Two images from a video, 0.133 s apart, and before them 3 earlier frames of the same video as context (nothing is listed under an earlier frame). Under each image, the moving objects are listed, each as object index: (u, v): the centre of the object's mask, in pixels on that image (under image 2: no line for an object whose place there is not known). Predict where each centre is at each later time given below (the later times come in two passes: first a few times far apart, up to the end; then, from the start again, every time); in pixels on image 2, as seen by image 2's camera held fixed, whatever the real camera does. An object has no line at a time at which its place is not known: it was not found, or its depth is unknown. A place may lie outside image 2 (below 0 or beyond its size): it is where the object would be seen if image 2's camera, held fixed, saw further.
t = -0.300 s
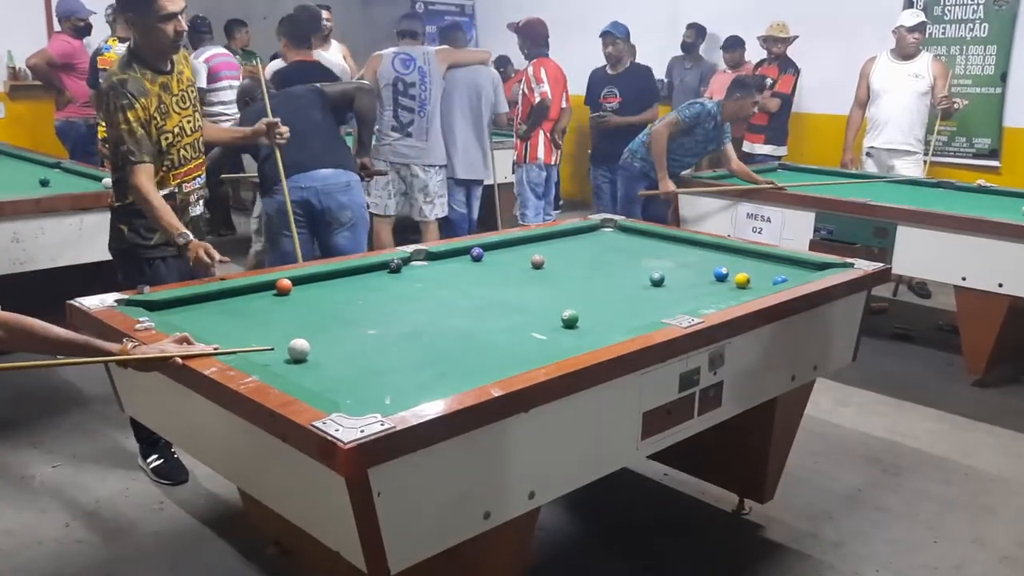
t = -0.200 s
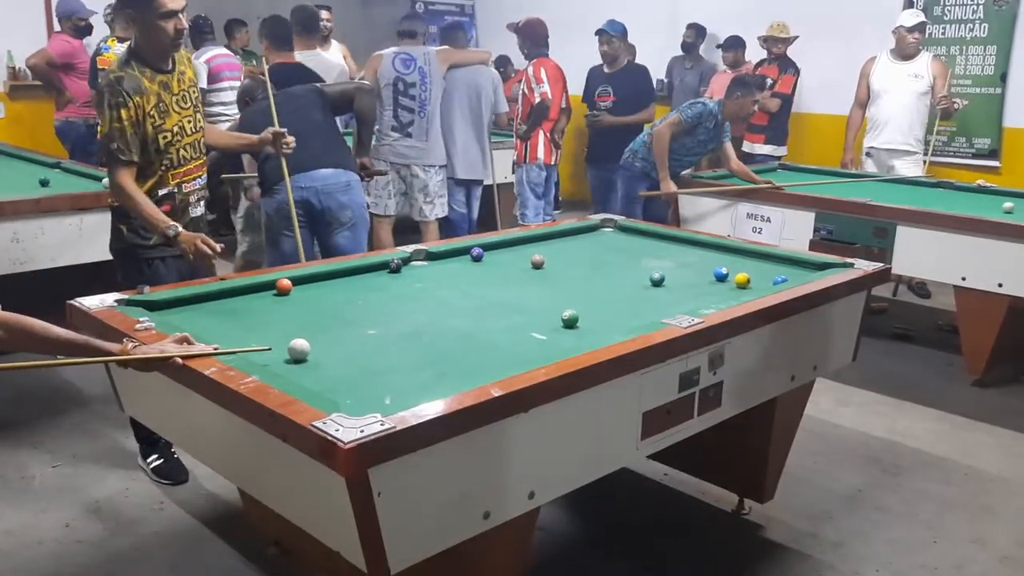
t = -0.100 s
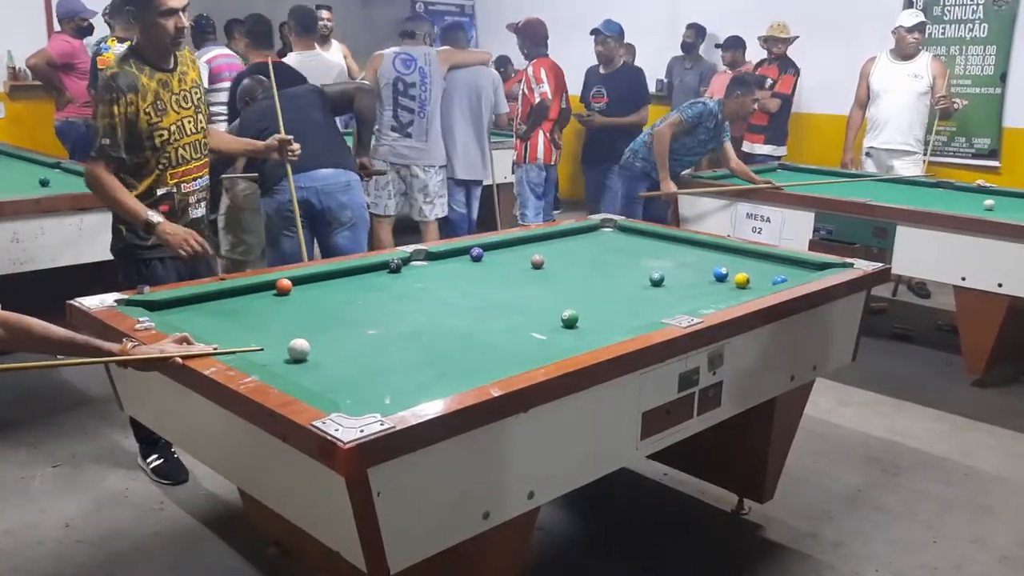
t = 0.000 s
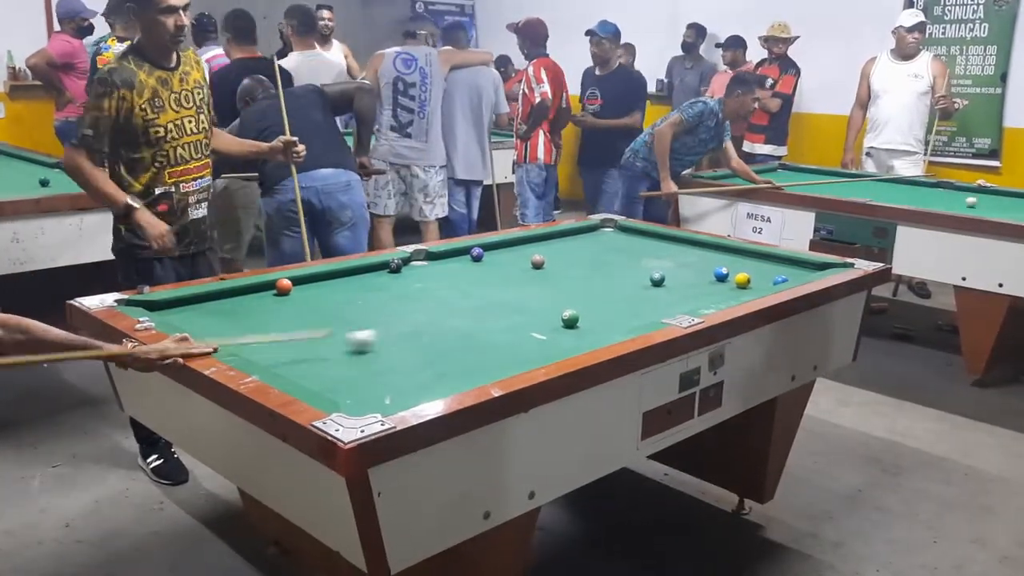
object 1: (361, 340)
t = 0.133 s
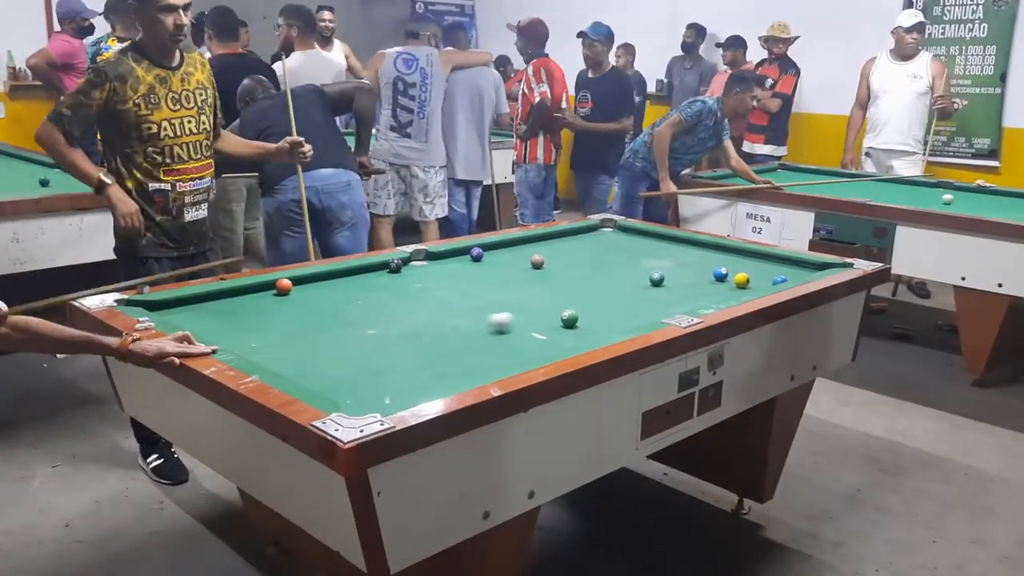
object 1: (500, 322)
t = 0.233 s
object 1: (561, 308)
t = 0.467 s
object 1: (629, 278)
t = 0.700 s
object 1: (689, 256)
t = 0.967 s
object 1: (674, 250)
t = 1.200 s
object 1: (612, 257)
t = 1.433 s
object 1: (547, 264)
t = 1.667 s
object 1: (477, 272)
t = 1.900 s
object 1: (403, 280)
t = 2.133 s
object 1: (324, 289)
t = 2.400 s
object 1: (227, 299)
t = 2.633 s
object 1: (139, 304)
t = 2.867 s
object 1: (139, 302)
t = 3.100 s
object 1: (135, 303)
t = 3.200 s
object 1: (135, 303)
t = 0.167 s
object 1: (532, 318)
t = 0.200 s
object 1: (554, 313)
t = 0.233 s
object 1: (561, 308)
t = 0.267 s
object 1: (569, 303)
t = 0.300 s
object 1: (578, 298)
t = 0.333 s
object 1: (588, 294)
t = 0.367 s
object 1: (598, 290)
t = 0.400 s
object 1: (609, 286)
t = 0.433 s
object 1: (619, 282)
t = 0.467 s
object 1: (629, 278)
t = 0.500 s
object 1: (639, 275)
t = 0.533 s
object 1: (647, 271)
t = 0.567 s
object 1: (656, 265)
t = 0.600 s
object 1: (665, 264)
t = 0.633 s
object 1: (674, 261)
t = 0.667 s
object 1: (682, 258)
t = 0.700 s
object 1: (689, 256)
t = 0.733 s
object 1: (697, 253)
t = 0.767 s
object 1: (704, 250)
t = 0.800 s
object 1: (711, 247)
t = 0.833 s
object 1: (715, 245)
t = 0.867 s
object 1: (704, 246)
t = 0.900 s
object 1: (694, 248)
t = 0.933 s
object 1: (684, 249)
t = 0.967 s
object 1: (674, 250)
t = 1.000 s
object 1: (666, 251)
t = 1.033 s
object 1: (658, 253)
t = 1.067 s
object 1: (648, 253)
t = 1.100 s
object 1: (640, 254)
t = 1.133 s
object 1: (631, 255)
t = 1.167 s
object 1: (622, 256)
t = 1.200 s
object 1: (612, 257)
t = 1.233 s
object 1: (603, 258)
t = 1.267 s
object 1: (594, 259)
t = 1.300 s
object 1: (585, 260)
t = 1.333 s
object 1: (575, 261)
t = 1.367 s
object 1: (566, 262)
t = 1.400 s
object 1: (557, 263)
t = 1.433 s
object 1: (547, 264)
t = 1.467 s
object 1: (537, 265)
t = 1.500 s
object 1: (528, 266)
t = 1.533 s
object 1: (518, 267)
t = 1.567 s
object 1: (508, 269)
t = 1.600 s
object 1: (498, 270)
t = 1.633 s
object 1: (487, 271)
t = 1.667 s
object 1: (477, 272)
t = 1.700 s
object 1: (468, 273)
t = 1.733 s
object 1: (457, 274)
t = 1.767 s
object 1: (447, 275)
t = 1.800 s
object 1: (436, 277)
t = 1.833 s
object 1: (425, 278)
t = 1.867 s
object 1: (414, 279)
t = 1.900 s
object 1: (403, 280)
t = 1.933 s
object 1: (392, 281)
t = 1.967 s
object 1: (381, 282)
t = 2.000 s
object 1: (370, 284)
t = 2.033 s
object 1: (359, 285)
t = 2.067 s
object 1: (348, 286)
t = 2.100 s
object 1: (336, 288)
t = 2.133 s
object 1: (324, 289)
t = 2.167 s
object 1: (313, 290)
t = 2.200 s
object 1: (301, 291)
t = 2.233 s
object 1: (289, 292)
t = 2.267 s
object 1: (277, 294)
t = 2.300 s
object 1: (264, 295)
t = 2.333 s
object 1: (252, 296)
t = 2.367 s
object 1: (240, 297)
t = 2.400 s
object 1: (227, 299)
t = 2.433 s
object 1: (214, 300)
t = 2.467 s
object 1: (201, 301)
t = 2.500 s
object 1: (188, 302)
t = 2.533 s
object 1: (175, 304)
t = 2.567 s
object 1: (162, 305)
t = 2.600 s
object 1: (150, 305)
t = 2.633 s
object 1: (139, 304)
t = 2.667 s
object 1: (138, 302)
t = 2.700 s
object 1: (136, 303)
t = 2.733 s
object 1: (135, 303)
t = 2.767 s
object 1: (135, 303)
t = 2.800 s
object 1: (135, 303)
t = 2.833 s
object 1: (137, 302)
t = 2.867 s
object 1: (139, 302)
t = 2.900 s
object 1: (137, 302)
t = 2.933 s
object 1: (137, 302)
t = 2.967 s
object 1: (136, 303)
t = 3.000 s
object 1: (137, 303)
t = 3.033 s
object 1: (137, 303)
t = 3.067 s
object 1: (136, 303)
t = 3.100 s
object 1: (135, 303)
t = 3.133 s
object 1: (135, 303)
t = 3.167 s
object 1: (135, 303)
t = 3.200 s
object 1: (135, 303)
